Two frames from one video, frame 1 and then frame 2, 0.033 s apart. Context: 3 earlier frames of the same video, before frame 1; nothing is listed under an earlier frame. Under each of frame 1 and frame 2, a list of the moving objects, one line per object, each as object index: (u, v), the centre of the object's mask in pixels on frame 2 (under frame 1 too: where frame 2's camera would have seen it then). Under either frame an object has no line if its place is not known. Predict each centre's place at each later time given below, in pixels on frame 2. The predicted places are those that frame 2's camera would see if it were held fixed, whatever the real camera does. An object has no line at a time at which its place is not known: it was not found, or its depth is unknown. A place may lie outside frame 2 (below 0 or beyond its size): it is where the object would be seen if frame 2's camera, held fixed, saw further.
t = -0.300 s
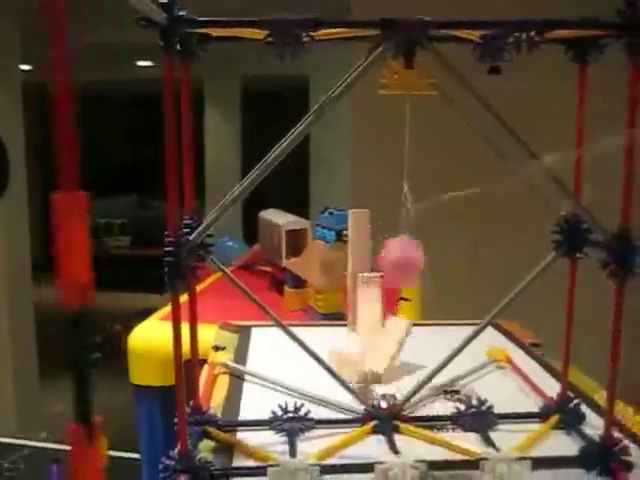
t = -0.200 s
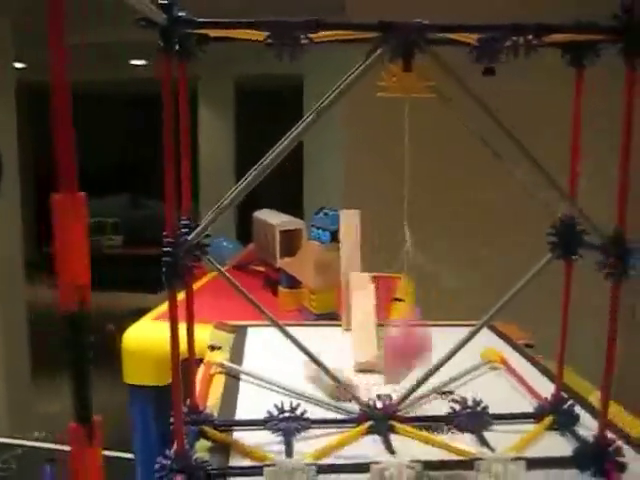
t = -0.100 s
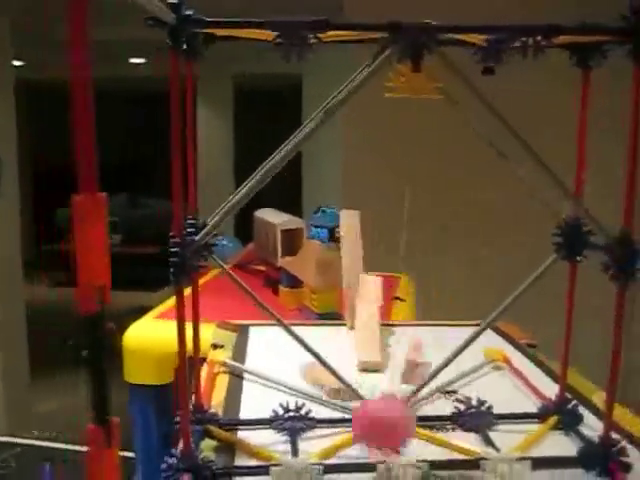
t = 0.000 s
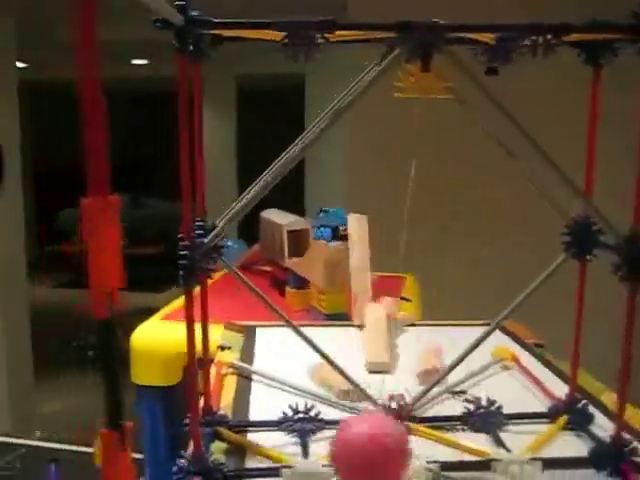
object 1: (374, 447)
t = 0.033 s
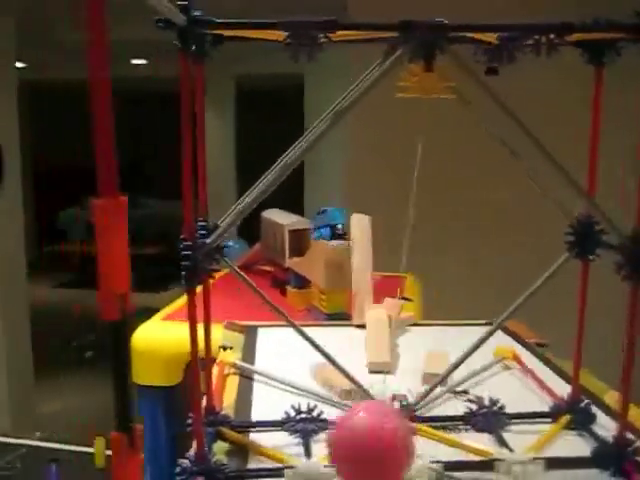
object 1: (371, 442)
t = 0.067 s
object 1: (369, 435)
